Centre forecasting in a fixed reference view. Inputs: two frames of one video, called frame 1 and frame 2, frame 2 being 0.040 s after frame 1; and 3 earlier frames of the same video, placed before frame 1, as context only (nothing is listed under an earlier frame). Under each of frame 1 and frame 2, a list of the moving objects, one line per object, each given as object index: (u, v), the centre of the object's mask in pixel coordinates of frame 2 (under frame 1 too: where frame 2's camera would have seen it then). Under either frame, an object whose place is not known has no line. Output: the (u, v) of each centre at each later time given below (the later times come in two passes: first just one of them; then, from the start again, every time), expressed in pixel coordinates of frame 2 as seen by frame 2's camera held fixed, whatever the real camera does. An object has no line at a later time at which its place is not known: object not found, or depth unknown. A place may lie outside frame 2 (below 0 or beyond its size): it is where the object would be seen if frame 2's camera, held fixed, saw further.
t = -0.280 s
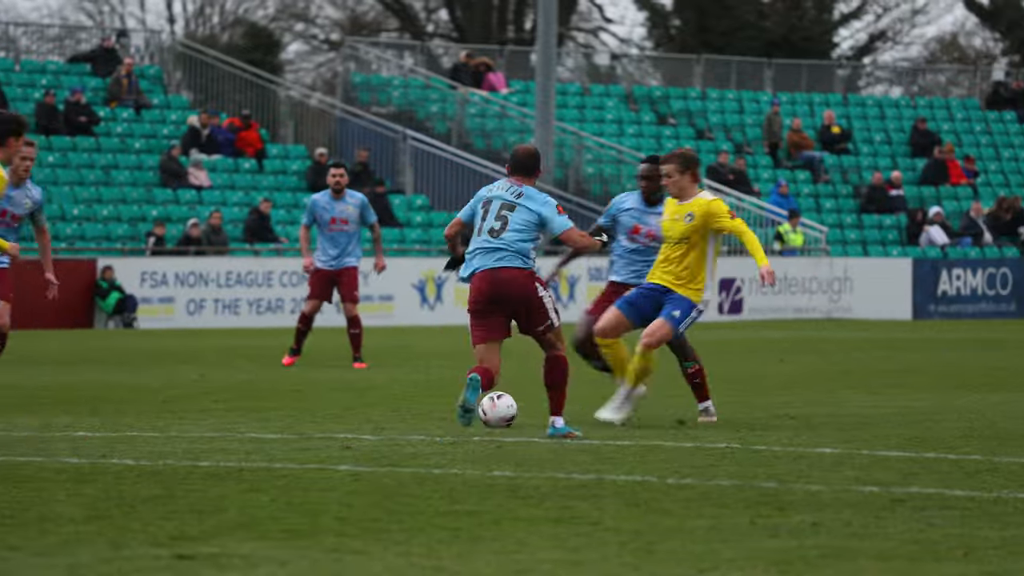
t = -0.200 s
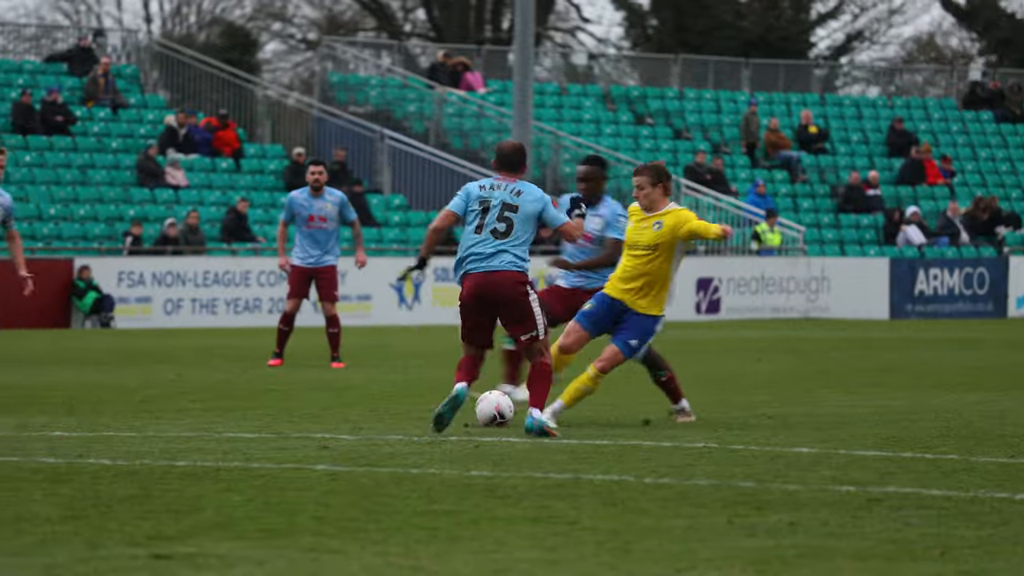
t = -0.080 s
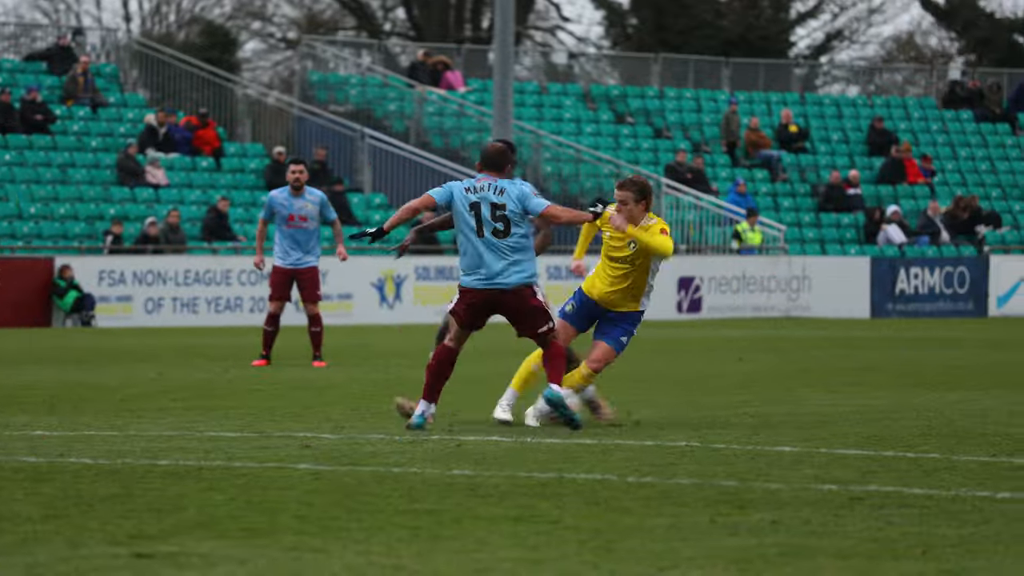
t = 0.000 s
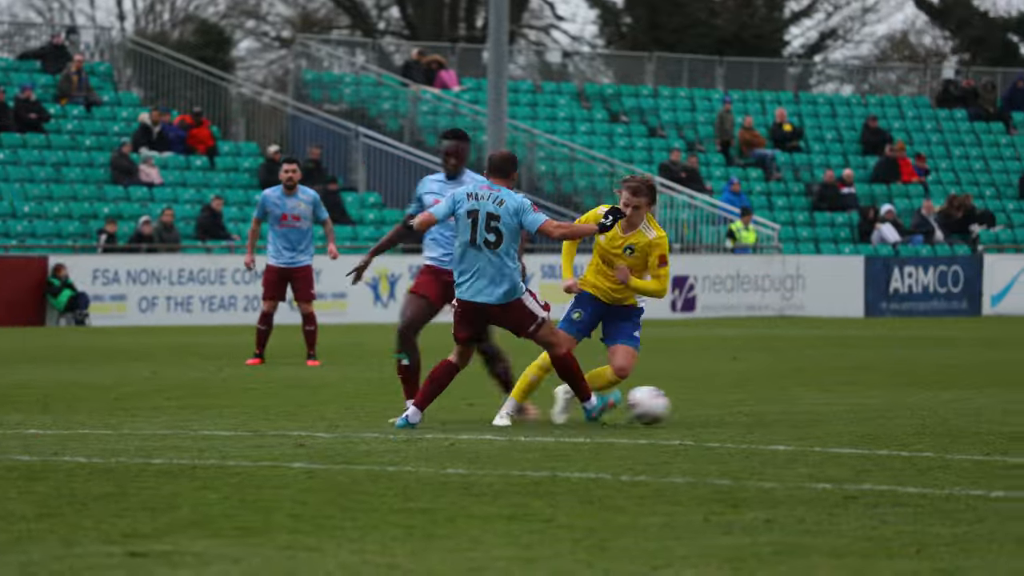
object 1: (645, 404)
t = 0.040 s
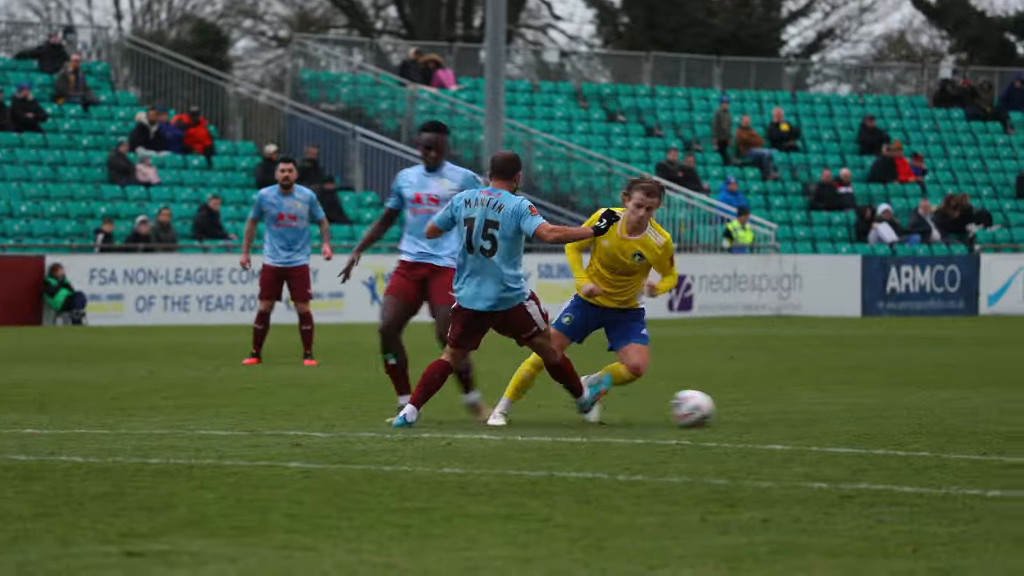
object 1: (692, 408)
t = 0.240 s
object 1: (916, 415)
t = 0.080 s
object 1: (738, 410)
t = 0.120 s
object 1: (783, 411)
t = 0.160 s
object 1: (828, 412)
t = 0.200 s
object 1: (873, 414)
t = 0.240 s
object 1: (916, 415)
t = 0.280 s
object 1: (959, 416)
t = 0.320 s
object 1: (999, 418)
